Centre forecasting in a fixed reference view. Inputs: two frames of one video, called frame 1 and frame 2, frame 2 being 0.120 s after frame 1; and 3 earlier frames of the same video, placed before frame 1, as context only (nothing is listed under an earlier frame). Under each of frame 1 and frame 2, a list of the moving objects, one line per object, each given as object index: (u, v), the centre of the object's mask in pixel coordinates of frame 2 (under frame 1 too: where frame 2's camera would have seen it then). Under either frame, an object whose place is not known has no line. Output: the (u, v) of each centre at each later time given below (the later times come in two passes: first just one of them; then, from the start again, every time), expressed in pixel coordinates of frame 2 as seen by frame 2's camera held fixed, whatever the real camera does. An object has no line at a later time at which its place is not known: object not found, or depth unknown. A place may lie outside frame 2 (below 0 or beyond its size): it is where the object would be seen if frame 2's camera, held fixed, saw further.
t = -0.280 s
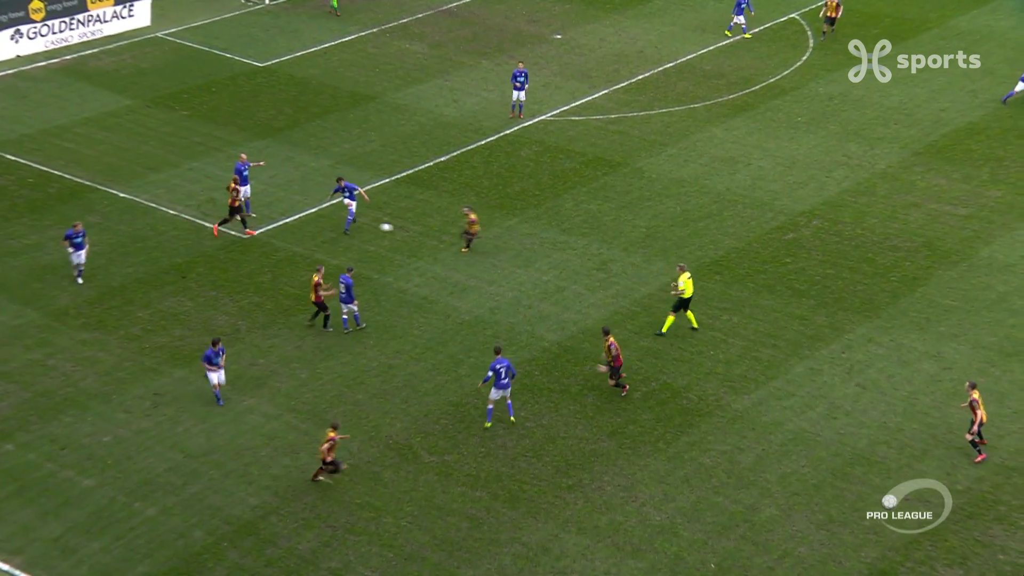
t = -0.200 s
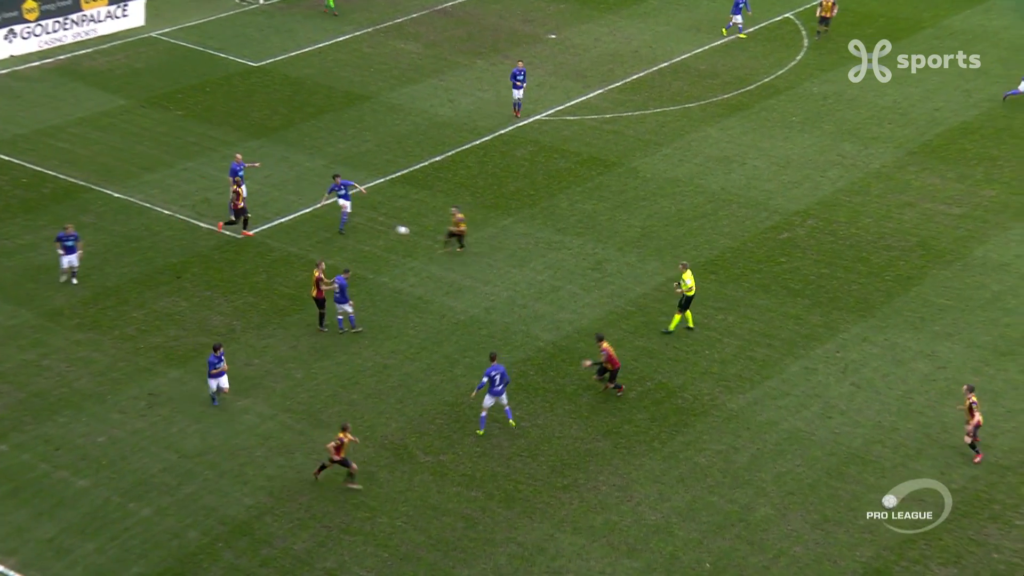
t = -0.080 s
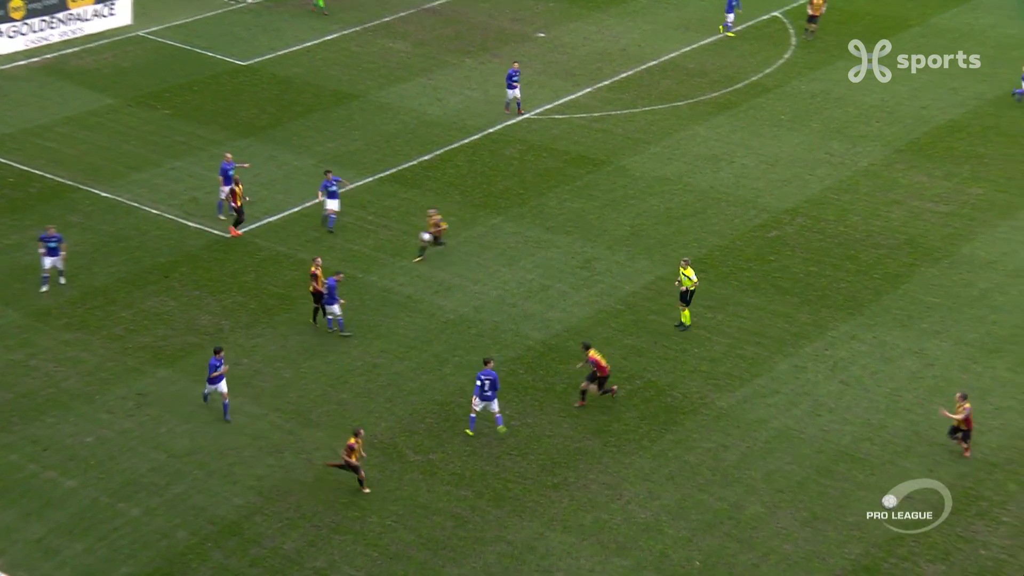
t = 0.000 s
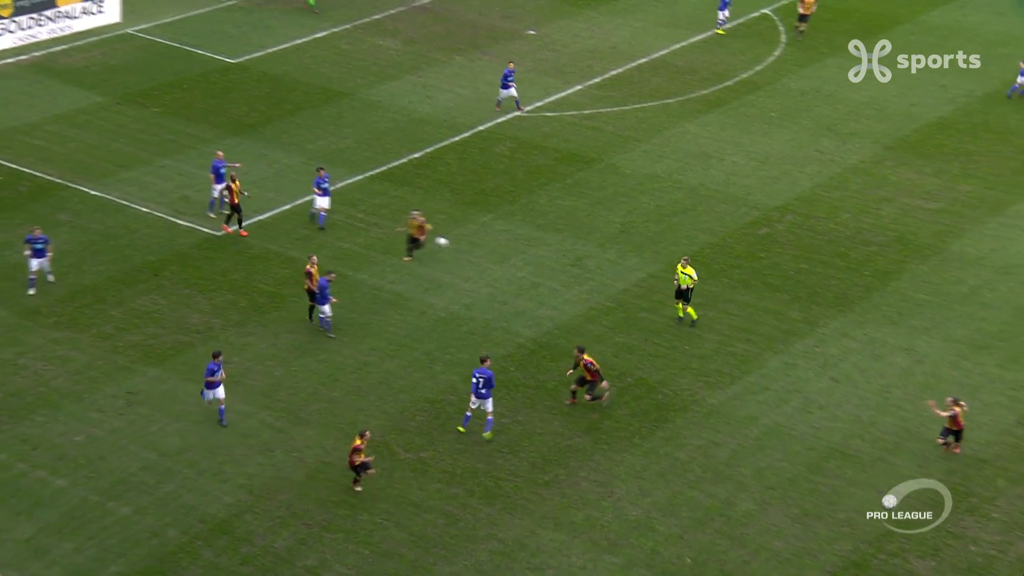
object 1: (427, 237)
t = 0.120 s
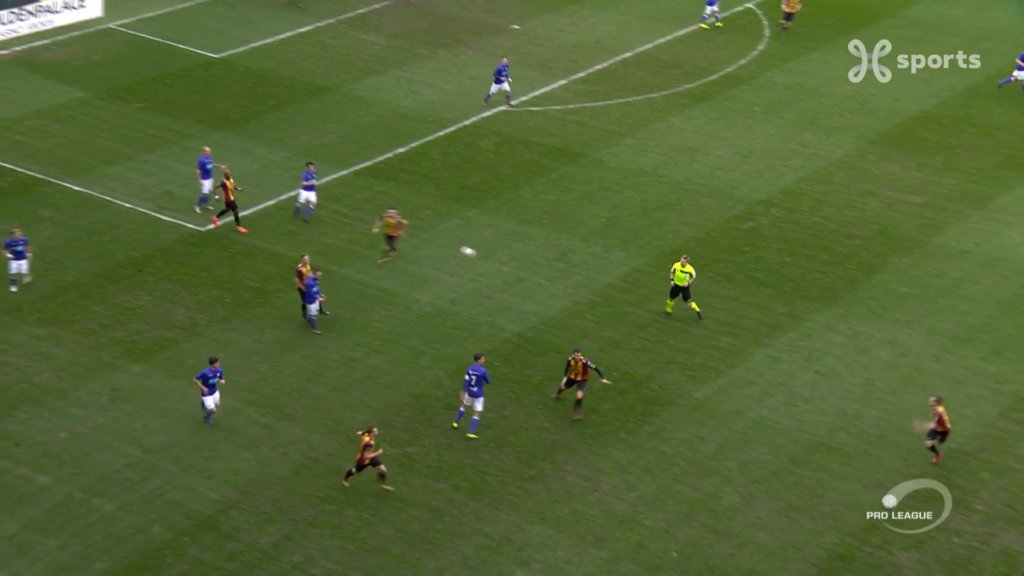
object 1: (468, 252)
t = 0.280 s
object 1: (528, 280)
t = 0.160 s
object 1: (482, 258)
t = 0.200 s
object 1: (497, 264)
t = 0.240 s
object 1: (512, 272)
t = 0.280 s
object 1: (528, 280)
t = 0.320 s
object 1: (543, 288)
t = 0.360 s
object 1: (560, 296)
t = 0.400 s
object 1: (576, 306)
